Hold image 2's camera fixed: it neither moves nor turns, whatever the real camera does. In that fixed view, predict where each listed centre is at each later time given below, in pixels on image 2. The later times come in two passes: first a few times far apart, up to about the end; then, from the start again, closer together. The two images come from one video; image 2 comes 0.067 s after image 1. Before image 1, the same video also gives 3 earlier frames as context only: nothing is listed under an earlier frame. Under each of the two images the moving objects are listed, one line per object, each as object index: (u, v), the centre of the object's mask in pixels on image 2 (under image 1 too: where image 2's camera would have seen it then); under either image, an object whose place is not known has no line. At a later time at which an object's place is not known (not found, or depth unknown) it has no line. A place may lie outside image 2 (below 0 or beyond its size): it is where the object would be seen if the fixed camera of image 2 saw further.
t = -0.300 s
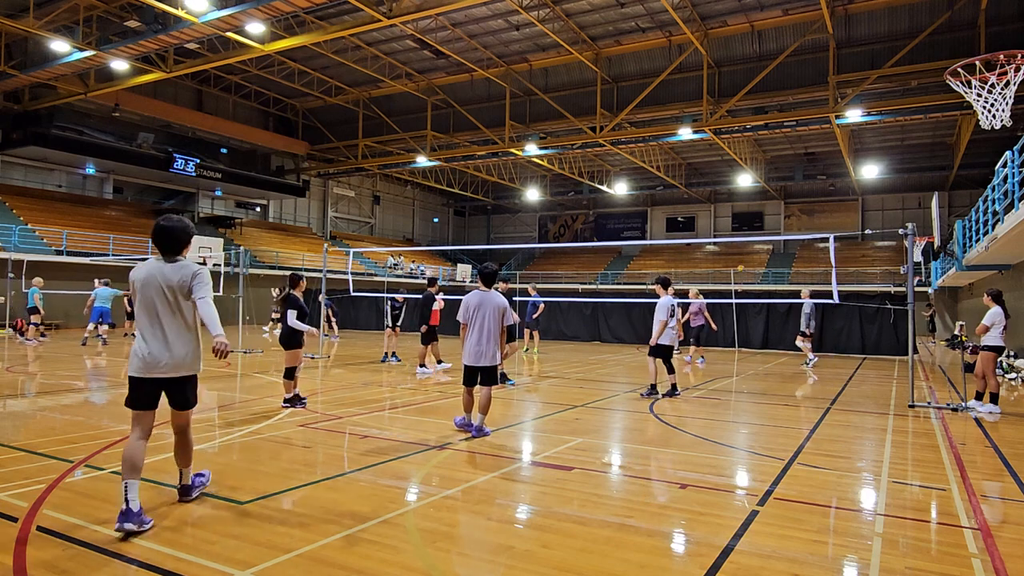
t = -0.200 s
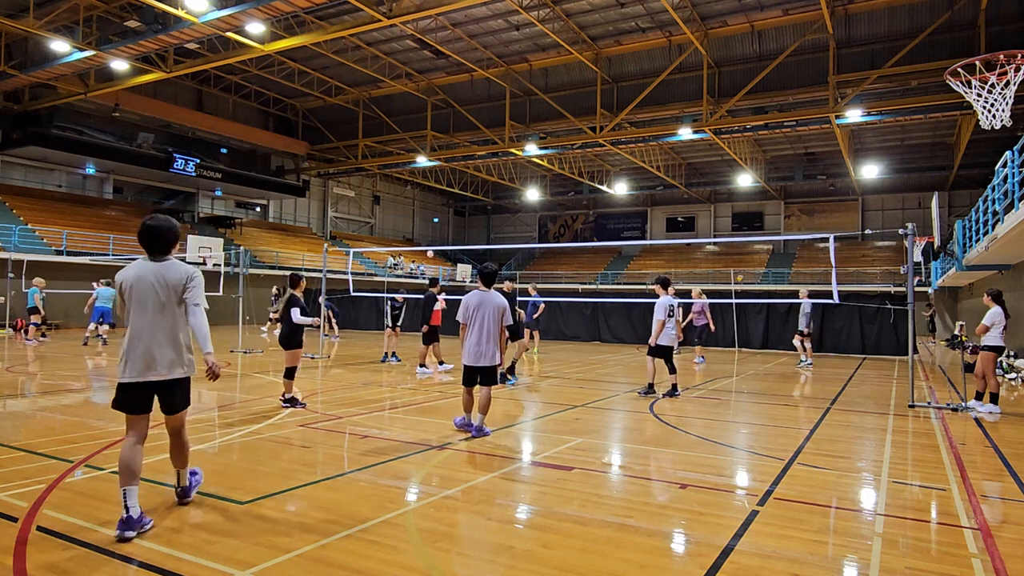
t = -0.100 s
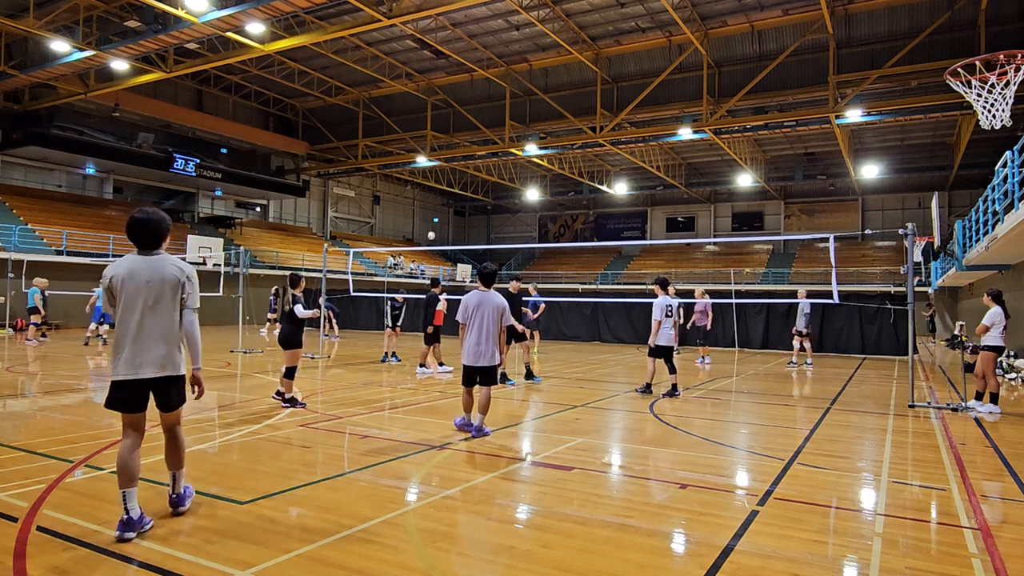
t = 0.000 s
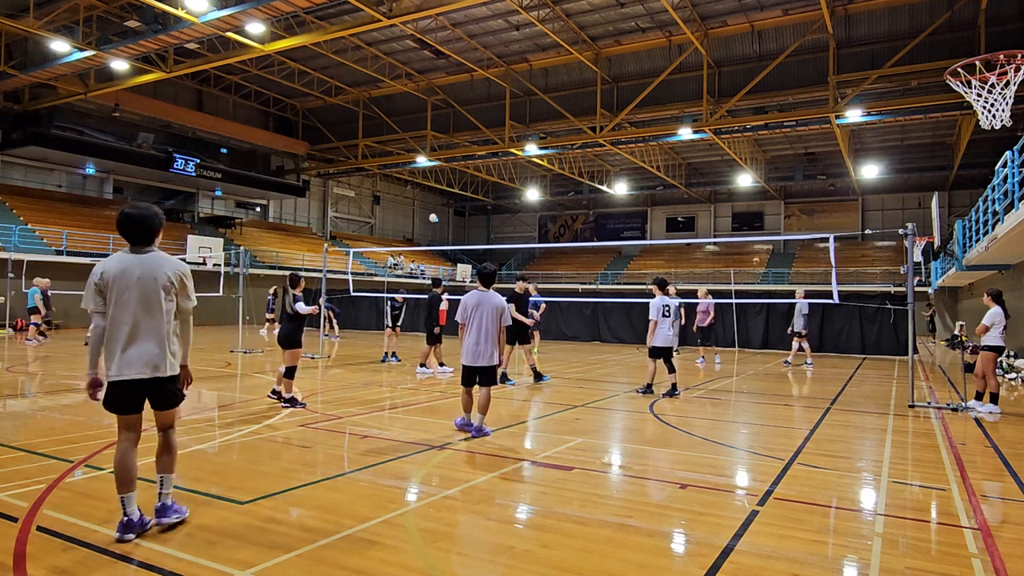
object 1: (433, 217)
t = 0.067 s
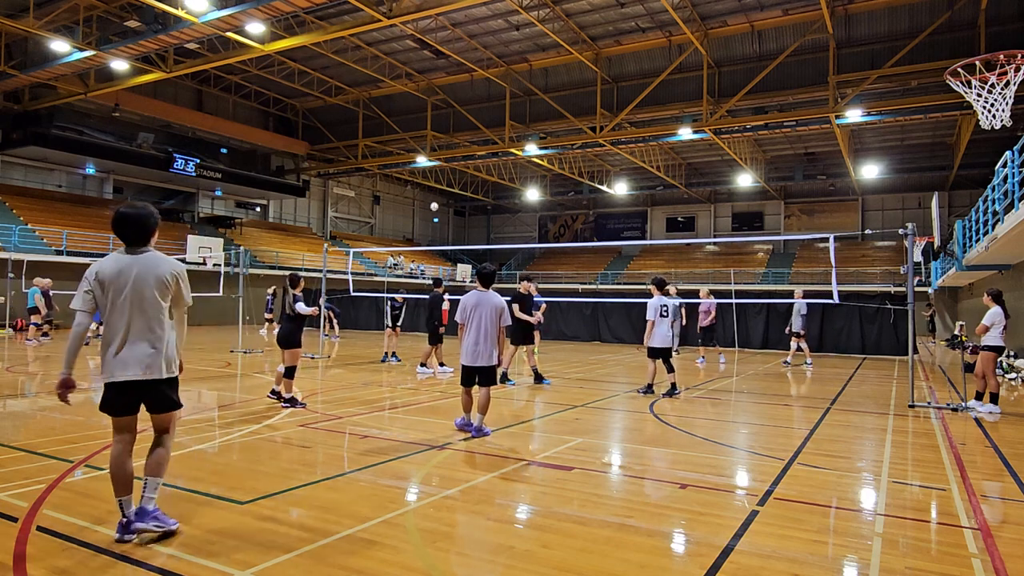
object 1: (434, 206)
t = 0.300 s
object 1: (440, 171)
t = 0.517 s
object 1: (447, 147)
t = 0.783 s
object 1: (462, 136)
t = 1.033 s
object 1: (485, 156)
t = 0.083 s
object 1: (434, 203)
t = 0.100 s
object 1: (435, 201)
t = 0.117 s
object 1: (435, 198)
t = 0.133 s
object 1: (436, 195)
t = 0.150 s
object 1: (436, 193)
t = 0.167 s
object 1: (436, 190)
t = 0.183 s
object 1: (437, 188)
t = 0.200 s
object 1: (437, 185)
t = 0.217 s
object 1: (438, 182)
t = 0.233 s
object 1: (438, 181)
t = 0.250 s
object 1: (438, 178)
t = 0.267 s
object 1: (439, 176)
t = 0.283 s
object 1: (439, 173)
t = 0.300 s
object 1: (440, 171)
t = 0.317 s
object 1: (440, 169)
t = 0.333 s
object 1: (441, 167)
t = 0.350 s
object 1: (442, 165)
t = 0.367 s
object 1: (442, 163)
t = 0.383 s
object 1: (443, 160)
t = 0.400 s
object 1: (443, 159)
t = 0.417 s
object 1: (444, 157)
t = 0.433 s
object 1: (444, 155)
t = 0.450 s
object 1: (445, 154)
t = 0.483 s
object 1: (446, 150)
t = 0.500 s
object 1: (447, 148)
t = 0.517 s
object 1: (447, 147)
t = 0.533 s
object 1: (448, 146)
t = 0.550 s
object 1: (449, 144)
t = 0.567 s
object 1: (450, 143)
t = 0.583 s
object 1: (451, 142)
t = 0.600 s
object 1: (451, 141)
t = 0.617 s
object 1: (452, 140)
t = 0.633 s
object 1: (453, 139)
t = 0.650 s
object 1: (454, 139)
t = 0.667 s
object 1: (455, 138)
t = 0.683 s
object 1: (456, 137)
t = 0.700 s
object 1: (457, 137)
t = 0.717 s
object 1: (458, 136)
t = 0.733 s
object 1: (459, 136)
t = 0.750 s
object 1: (460, 136)
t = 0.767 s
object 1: (461, 136)
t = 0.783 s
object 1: (462, 136)
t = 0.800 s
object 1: (463, 136)
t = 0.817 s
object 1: (465, 137)
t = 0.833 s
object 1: (466, 137)
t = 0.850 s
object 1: (467, 138)
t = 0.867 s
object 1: (468, 139)
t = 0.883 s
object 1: (470, 140)
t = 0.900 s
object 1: (471, 141)
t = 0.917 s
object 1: (473, 142)
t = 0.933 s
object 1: (474, 143)
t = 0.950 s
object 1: (476, 145)
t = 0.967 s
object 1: (477, 147)
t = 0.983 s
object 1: (479, 149)
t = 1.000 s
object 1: (481, 151)
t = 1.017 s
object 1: (483, 153)
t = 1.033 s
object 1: (485, 156)
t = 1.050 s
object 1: (487, 159)
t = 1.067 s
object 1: (489, 163)
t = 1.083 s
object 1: (491, 166)
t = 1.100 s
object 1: (493, 169)
